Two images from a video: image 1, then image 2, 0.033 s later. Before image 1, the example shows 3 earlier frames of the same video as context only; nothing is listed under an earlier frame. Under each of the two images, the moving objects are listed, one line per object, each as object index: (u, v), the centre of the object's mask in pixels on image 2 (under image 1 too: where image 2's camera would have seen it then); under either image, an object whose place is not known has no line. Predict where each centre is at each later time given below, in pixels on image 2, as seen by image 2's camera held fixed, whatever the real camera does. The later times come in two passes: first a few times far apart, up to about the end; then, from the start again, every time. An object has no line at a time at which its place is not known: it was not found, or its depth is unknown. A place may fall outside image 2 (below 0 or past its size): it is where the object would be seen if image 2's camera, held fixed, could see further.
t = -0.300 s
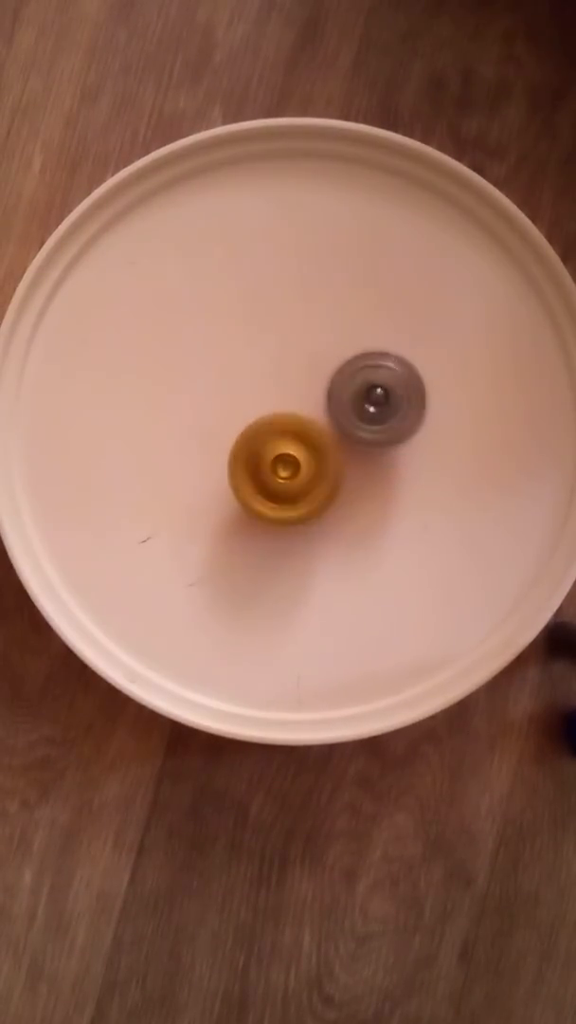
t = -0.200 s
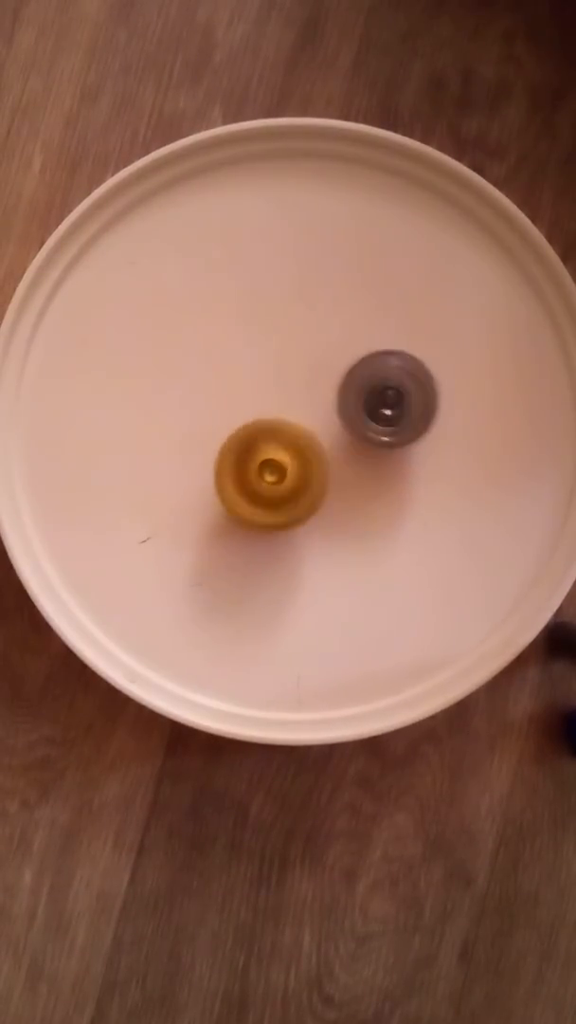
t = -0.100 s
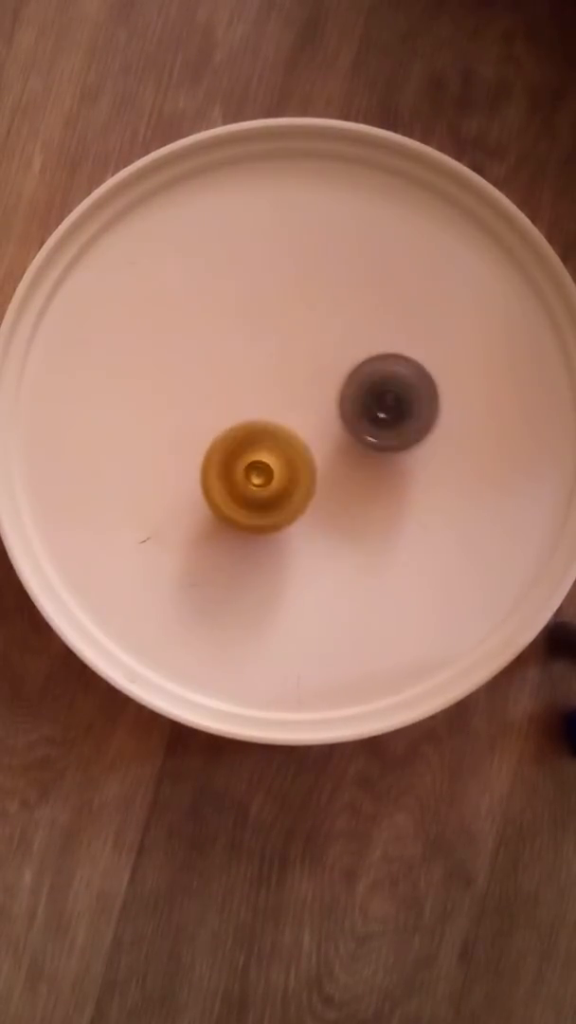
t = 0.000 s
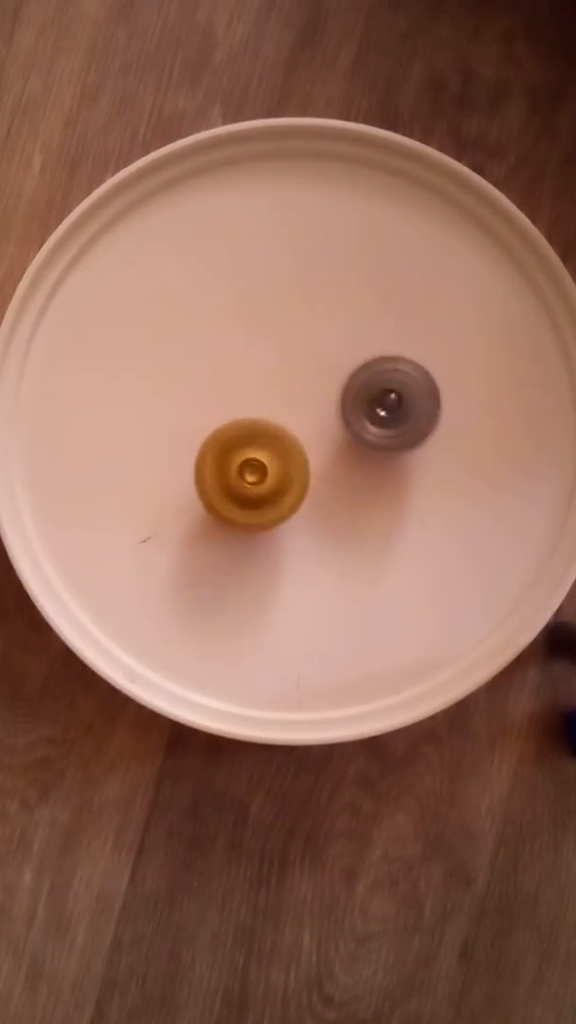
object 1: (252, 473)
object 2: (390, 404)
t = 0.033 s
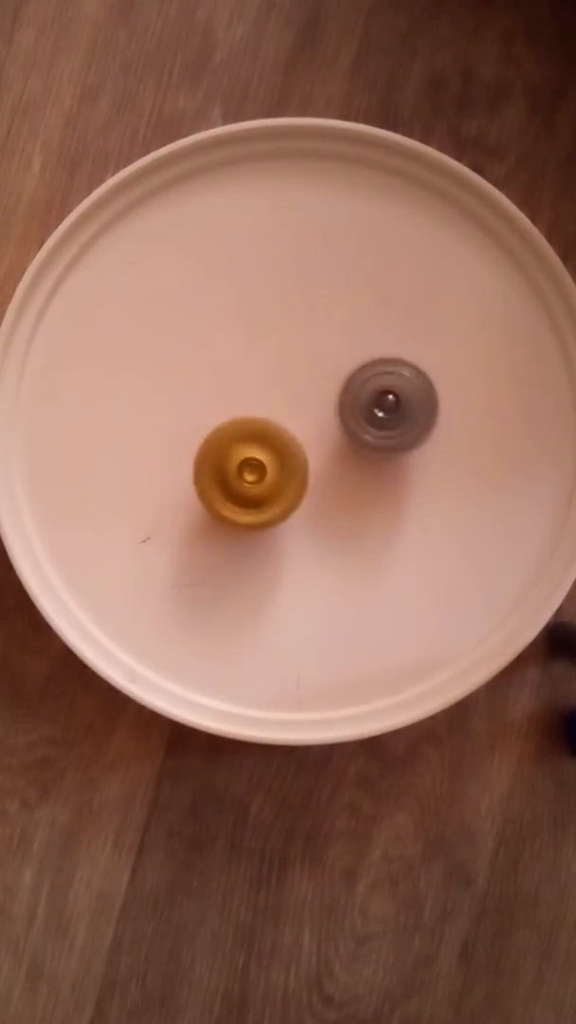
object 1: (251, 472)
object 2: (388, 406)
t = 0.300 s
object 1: (258, 462)
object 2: (372, 401)
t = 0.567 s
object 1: (268, 450)
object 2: (423, 389)
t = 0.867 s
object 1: (271, 452)
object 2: (424, 431)
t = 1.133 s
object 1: (277, 459)
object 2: (375, 411)
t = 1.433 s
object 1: (277, 469)
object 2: (373, 407)
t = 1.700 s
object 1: (277, 473)
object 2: (370, 409)
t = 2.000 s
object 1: (281, 470)
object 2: (378, 410)
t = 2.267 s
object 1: (275, 471)
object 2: (390, 418)
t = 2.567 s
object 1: (280, 468)
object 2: (383, 422)
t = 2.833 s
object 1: (289, 469)
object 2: (394, 418)
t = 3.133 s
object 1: (284, 477)
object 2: (396, 399)
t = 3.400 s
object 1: (279, 469)
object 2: (415, 411)
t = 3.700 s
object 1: (295, 450)
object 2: (409, 410)
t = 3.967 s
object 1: (325, 452)
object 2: (401, 397)
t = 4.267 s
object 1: (357, 472)
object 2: (401, 394)
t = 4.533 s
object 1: (354, 479)
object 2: (400, 396)
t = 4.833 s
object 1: (335, 463)
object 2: (401, 397)
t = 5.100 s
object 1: (325, 429)
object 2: (407, 395)
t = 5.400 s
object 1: (317, 417)
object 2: (410, 395)
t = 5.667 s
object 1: (316, 406)
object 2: (409, 395)
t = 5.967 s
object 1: (326, 405)
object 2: (416, 397)
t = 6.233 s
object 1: (315, 412)
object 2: (412, 397)
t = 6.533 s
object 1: (315, 415)
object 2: (410, 395)
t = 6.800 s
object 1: (317, 425)
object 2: (410, 395)
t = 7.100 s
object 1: (308, 450)
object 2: (408, 396)
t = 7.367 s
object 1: (295, 454)
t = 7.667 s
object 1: (288, 442)
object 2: (408, 395)
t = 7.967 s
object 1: (293, 448)
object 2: (408, 394)
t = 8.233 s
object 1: (306, 471)
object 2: (408, 395)
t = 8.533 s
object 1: (300, 482)
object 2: (408, 395)
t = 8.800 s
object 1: (294, 467)
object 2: (408, 395)
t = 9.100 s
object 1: (312, 448)
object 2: (408, 395)
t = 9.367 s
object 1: (342, 453)
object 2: (410, 393)
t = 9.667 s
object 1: (352, 470)
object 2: (409, 393)
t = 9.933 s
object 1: (336, 464)
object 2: (408, 394)
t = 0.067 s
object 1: (251, 472)
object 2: (386, 407)
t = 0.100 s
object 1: (250, 470)
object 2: (384, 407)
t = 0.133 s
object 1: (250, 469)
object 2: (381, 406)
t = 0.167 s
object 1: (251, 469)
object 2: (381, 407)
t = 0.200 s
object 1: (251, 468)
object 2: (378, 406)
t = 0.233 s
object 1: (253, 465)
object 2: (376, 405)
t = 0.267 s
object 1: (255, 463)
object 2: (374, 404)
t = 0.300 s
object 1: (258, 462)
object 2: (372, 401)
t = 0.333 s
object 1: (261, 459)
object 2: (372, 398)
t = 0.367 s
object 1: (266, 457)
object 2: (372, 397)
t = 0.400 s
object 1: (271, 455)
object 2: (373, 394)
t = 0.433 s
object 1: (276, 452)
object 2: (373, 394)
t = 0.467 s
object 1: (272, 451)
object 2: (387, 391)
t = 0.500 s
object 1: (267, 452)
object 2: (403, 390)
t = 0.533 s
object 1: (266, 449)
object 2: (415, 389)
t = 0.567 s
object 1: (268, 450)
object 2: (423, 389)
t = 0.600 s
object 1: (268, 451)
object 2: (431, 391)
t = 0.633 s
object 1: (266, 450)
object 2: (436, 395)
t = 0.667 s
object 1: (267, 450)
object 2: (439, 399)
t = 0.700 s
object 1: (268, 450)
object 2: (441, 404)
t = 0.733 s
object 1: (268, 451)
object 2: (442, 410)
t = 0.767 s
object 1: (268, 450)
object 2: (440, 417)
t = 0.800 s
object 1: (269, 450)
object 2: (436, 422)
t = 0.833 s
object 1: (270, 452)
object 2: (430, 427)
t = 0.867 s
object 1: (271, 452)
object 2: (424, 431)
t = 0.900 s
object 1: (272, 452)
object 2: (417, 432)
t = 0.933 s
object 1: (273, 453)
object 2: (410, 433)
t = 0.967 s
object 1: (273, 454)
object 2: (401, 430)
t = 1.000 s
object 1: (274, 454)
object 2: (394, 428)
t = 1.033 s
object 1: (275, 456)
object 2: (387, 425)
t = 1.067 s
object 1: (276, 457)
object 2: (382, 423)
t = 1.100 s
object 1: (276, 457)
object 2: (378, 417)
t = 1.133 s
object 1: (277, 459)
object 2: (375, 411)
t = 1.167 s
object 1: (276, 460)
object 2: (375, 407)
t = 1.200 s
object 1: (277, 461)
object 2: (376, 405)
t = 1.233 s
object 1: (277, 462)
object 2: (375, 406)
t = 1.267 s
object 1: (277, 464)
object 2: (374, 407)
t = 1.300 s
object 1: (277, 465)
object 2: (373, 407)
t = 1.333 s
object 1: (278, 465)
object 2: (375, 406)
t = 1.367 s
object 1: (278, 466)
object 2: (373, 405)
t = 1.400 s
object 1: (278, 468)
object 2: (374, 406)
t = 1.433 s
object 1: (277, 469)
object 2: (373, 407)
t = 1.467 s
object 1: (278, 470)
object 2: (372, 406)
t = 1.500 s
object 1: (277, 471)
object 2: (372, 407)
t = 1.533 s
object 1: (277, 471)
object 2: (370, 408)
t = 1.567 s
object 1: (277, 471)
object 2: (369, 408)
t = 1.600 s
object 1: (278, 471)
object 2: (367, 409)
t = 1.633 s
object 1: (277, 472)
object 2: (367, 409)
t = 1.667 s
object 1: (278, 472)
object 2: (367, 409)
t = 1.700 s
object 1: (277, 473)
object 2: (370, 409)
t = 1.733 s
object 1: (276, 471)
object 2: (374, 408)
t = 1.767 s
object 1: (278, 471)
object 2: (376, 408)
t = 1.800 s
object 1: (279, 472)
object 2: (377, 407)
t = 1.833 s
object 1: (278, 473)
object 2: (379, 407)
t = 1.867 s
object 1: (278, 471)
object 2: (382, 407)
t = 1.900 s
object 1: (280, 471)
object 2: (383, 407)
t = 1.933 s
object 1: (280, 472)
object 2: (382, 406)
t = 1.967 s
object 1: (280, 471)
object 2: (380, 407)
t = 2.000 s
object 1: (281, 470)
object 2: (378, 410)
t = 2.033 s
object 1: (281, 470)
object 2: (378, 411)
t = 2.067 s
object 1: (280, 470)
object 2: (382, 411)
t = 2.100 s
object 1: (282, 468)
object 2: (383, 414)
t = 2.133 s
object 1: (283, 469)
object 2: (381, 415)
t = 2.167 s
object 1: (279, 471)
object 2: (384, 415)
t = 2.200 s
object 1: (277, 469)
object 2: (387, 416)
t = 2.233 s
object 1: (277, 471)
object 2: (389, 417)
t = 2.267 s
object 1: (275, 471)
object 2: (390, 418)
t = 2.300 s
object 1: (274, 470)
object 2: (391, 419)
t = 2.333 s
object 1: (276, 470)
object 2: (393, 420)
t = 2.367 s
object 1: (275, 471)
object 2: (393, 422)
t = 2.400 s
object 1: (275, 471)
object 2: (392, 423)
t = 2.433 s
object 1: (275, 469)
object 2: (391, 423)
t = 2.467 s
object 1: (276, 469)
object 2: (390, 423)
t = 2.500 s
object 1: (277, 470)
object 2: (387, 422)
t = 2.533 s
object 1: (278, 469)
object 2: (384, 422)
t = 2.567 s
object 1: (280, 468)
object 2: (383, 422)
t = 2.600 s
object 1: (282, 469)
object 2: (380, 422)
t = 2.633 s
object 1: (282, 468)
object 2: (381, 419)
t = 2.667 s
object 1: (284, 467)
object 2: (385, 418)
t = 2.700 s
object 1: (286, 468)
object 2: (388, 419)
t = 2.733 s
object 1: (286, 469)
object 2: (390, 419)
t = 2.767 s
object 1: (287, 469)
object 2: (392, 419)
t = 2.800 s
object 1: (287, 468)
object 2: (393, 418)
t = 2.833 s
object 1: (289, 469)
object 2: (394, 418)
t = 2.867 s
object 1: (290, 470)
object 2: (393, 417)
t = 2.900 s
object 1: (290, 470)
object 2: (391, 418)
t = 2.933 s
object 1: (292, 469)
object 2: (389, 419)
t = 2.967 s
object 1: (292, 470)
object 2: (387, 420)
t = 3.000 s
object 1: (293, 472)
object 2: (386, 418)
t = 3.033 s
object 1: (293, 472)
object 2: (386, 420)
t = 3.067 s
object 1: (289, 473)
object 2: (391, 416)
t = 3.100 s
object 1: (287, 473)
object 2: (394, 404)
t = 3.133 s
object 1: (284, 477)
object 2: (396, 399)
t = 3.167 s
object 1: (282, 476)
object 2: (397, 398)
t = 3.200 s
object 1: (281, 475)
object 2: (399, 399)
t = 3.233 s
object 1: (281, 476)
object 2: (402, 400)
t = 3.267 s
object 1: (278, 476)
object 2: (403, 400)
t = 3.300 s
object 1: (278, 473)
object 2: (405, 402)
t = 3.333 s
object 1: (280, 473)
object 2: (408, 404)
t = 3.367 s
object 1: (278, 472)
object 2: (411, 407)
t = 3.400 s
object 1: (279, 469)
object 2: (415, 411)
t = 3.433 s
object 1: (280, 468)
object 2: (419, 414)
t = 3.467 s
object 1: (281, 467)
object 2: (422, 415)
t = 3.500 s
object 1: (281, 463)
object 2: (423, 415)
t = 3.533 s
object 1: (284, 461)
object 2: (422, 415)
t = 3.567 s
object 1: (286, 458)
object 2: (421, 415)
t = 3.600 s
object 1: (287, 456)
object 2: (418, 414)
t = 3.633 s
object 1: (290, 453)
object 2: (414, 413)
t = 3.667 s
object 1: (293, 451)
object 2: (411, 412)
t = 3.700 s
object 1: (295, 450)
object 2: (409, 410)
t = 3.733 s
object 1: (298, 447)
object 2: (408, 409)
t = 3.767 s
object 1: (302, 448)
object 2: (407, 408)
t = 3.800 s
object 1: (304, 448)
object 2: (406, 406)
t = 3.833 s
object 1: (306, 449)
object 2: (405, 404)
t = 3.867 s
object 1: (311, 449)
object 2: (403, 402)
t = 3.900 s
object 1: (314, 451)
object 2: (401, 399)
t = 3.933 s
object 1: (320, 452)
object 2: (400, 397)
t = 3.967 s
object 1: (325, 452)
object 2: (401, 397)
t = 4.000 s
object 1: (330, 455)
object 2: (401, 396)
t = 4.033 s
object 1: (336, 456)
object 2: (402, 396)
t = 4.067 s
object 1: (339, 459)
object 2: (402, 395)
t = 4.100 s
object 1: (344, 461)
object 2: (402, 394)
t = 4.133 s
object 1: (347, 463)
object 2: (402, 394)
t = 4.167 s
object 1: (351, 465)
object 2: (402, 393)
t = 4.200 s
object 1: (353, 467)
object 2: (402, 394)
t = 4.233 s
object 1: (356, 470)
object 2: (402, 394)
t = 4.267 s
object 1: (357, 472)
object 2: (401, 394)
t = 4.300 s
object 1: (359, 475)
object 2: (401, 394)
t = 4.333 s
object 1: (359, 477)
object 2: (401, 394)
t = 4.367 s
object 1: (359, 479)
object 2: (401, 395)
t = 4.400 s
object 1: (359, 479)
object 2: (401, 395)
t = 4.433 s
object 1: (358, 478)
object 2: (401, 395)
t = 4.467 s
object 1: (358, 480)
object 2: (401, 395)
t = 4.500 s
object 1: (355, 481)
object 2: (400, 396)
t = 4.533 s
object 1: (354, 479)
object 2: (400, 396)
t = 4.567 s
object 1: (355, 478)
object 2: (401, 396)
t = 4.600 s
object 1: (351, 479)
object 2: (400, 396)
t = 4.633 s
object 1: (349, 476)
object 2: (400, 397)
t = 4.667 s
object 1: (346, 475)
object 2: (400, 397)
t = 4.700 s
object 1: (345, 474)
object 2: (401, 397)
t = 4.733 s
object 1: (341, 471)
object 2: (401, 397)
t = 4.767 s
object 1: (339, 469)
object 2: (401, 397)
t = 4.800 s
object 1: (336, 466)
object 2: (401, 397)
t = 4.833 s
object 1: (335, 463)
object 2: (401, 397)
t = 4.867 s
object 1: (333, 458)
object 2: (402, 396)
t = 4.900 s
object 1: (332, 455)
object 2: (402, 396)
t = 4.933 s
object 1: (330, 450)
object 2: (402, 396)
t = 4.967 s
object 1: (330, 447)
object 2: (402, 396)
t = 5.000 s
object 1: (329, 442)
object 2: (403, 396)
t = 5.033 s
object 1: (329, 438)
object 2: (404, 396)
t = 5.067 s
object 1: (328, 434)
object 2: (405, 395)
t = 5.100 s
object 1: (325, 429)
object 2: (407, 395)
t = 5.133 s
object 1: (323, 427)
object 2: (408, 397)
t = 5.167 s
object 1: (320, 425)
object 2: (408, 398)
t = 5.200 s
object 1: (320, 422)
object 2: (408, 398)
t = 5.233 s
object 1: (321, 421)
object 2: (409, 398)
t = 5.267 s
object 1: (320, 422)
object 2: (409, 398)
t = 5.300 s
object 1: (320, 420)
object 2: (409, 398)
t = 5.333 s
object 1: (322, 418)
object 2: (409, 397)
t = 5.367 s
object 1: (320, 417)
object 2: (410, 395)
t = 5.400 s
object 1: (317, 417)
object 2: (410, 395)
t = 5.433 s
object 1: (314, 415)
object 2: (410, 396)
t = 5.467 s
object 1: (313, 414)
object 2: (410, 396)
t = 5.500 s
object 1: (312, 413)
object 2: (409, 396)
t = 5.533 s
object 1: (313, 413)
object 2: (408, 395)
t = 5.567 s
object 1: (314, 413)
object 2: (408, 395)
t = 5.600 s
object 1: (313, 411)
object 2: (408, 395)
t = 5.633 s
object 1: (315, 407)
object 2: (409, 395)
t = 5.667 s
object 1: (316, 406)
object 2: (409, 395)
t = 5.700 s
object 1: (317, 405)
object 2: (410, 395)
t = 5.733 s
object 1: (318, 404)
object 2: (410, 395)
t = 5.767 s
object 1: (320, 402)
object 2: (411, 395)
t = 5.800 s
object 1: (323, 403)
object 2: (412, 395)
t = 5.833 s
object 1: (324, 403)
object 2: (412, 396)
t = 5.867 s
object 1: (324, 403)
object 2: (413, 395)
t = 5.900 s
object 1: (327, 403)
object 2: (414, 396)
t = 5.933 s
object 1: (326, 403)
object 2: (415, 395)
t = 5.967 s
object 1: (326, 405)
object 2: (416, 397)
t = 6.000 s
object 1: (323, 409)
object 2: (415, 398)
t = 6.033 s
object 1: (320, 409)
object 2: (415, 399)
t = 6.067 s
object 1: (318, 409)
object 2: (415, 400)
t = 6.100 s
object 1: (317, 411)
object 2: (415, 400)
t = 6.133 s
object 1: (316, 411)
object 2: (415, 400)
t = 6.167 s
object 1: (315, 412)
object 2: (414, 399)
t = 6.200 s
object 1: (315, 412)
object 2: (413, 398)
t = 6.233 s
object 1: (315, 412)
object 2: (412, 397)
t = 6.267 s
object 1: (314, 413)
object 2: (411, 395)
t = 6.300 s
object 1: (314, 414)
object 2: (410, 394)
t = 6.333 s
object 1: (313, 414)
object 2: (410, 394)
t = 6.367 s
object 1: (313, 413)
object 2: (410, 394)
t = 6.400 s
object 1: (314, 414)
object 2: (410, 394)
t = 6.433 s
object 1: (314, 414)
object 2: (410, 394)
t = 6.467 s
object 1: (314, 414)
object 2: (410, 394)
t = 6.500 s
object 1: (314, 414)
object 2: (410, 394)
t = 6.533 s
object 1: (315, 415)
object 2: (410, 395)
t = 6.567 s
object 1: (315, 415)
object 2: (410, 395)
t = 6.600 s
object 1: (315, 416)
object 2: (410, 395)
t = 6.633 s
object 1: (316, 417)
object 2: (410, 395)
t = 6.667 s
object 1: (316, 417)
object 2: (410, 395)
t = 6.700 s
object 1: (317, 418)
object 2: (410, 395)
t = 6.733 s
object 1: (318, 420)
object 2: (410, 395)
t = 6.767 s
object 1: (318, 423)
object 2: (410, 395)
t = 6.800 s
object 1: (317, 425)
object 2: (410, 395)
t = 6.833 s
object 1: (318, 426)
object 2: (410, 395)
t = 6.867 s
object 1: (318, 430)
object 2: (409, 395)
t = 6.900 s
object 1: (317, 433)
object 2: (409, 395)
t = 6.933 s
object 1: (316, 435)
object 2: (409, 395)
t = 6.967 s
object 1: (315, 436)
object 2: (408, 395)
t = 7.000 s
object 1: (315, 441)
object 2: (408, 395)
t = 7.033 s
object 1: (312, 444)
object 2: (408, 395)
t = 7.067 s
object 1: (311, 447)
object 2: (408, 396)
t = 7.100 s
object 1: (308, 450)
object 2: (408, 396)
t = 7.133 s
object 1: (306, 451)
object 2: (408, 395)
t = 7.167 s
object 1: (305, 452)
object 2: (407, 396)
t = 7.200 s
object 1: (304, 453)
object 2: (407, 396)
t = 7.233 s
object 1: (302, 455)
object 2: (407, 396)
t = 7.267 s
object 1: (300, 453)
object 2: (408, 396)
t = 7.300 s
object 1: (301, 452)
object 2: (407, 396)
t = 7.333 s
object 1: (300, 453)
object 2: (408, 396)
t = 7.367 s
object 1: (295, 454)
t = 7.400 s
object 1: (292, 451)
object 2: (407, 396)
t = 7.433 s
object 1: (291, 451)
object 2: (407, 396)
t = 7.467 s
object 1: (288, 451)
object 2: (407, 396)
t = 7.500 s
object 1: (287, 448)
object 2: (407, 396)
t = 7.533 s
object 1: (288, 448)
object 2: (408, 395)
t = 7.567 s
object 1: (287, 447)
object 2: (408, 395)
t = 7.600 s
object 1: (285, 445)
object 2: (408, 395)
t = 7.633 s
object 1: (286, 442)
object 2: (408, 395)
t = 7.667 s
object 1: (288, 442)
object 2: (408, 395)
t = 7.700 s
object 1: (288, 444)
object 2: (408, 395)
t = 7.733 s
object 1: (287, 441)
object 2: (407, 396)
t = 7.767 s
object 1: (289, 439)
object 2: (408, 395)
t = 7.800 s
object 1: (292, 440)
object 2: (408, 396)
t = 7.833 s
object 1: (291, 443)
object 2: (409, 394)
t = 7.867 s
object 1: (291, 443)
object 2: (408, 395)
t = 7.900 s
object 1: (293, 443)
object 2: (408, 394)
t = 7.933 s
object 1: (295, 445)
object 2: (408, 396)
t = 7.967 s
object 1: (293, 448)
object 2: (408, 394)
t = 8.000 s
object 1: (293, 449)
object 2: (408, 394)
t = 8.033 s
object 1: (297, 451)
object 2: (409, 394)
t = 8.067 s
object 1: (300, 456)
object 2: (409, 395)
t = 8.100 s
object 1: (301, 459)
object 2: (409, 395)
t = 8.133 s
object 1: (304, 461)
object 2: (409, 395)
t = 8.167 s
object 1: (304, 465)
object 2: (408, 395)
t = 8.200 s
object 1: (306, 468)
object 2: (408, 395)
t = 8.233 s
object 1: (306, 471)
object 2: (408, 395)
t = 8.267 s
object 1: (307, 474)
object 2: (409, 395)
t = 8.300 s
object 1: (307, 475)
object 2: (409, 395)
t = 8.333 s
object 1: (308, 478)
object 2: (408, 395)
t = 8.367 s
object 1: (308, 481)
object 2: (409, 394)
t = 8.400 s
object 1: (306, 481)
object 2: (409, 395)
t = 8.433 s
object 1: (305, 479)
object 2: (409, 395)
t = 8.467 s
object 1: (305, 480)
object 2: (408, 395)
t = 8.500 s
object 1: (303, 482)
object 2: (408, 395)
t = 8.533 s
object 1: (300, 482)
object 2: (408, 395)
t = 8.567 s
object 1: (299, 479)
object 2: (408, 395)
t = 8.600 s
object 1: (301, 477)
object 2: (408, 395)
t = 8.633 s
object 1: (299, 478)
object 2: (408, 395)
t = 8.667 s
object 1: (295, 476)
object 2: (408, 395)
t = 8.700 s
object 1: (295, 471)
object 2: (408, 395)
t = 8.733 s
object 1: (294, 471)
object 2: (408, 395)
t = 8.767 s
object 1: (293, 469)
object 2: (408, 395)
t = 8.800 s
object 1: (294, 467)
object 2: (408, 395)
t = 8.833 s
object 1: (297, 467)
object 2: (408, 395)
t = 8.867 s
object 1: (295, 465)
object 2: (408, 394)
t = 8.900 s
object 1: (297, 460)
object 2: (408, 395)
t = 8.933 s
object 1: (301, 456)
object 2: (408, 395)
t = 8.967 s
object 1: (302, 454)
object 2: (408, 394)
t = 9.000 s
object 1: (303, 450)
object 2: (408, 394)
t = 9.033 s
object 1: (307, 450)
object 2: (408, 394)
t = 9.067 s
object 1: (310, 449)
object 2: (408, 395)
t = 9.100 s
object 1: (312, 448)
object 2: (408, 395)
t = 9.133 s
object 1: (315, 446)
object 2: (408, 395)
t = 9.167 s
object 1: (318, 447)
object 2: (408, 395)
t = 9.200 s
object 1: (322, 447)
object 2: (408, 395)
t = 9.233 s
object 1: (327, 448)
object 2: (409, 395)
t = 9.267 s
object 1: (331, 448)
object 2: (409, 394)
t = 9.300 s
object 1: (335, 449)
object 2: (410, 393)
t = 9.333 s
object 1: (338, 452)
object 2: (410, 393)
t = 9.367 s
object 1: (342, 453)
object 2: (410, 393)
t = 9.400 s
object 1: (344, 455)
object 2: (410, 393)
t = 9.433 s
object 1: (348, 457)
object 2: (411, 392)
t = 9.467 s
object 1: (349, 460)
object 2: (410, 392)
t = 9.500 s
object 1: (351, 461)
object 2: (410, 392)
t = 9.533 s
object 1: (353, 463)
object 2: (410, 392)
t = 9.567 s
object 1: (354, 466)
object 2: (410, 392)
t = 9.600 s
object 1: (354, 468)
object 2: (409, 392)
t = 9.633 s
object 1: (353, 469)
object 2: (409, 393)
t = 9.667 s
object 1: (352, 470)
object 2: (409, 393)
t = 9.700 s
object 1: (351, 469)
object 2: (409, 393)
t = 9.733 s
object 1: (350, 470)
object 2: (409, 393)
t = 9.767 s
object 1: (348, 472)
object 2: (408, 394)
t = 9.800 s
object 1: (345, 471)
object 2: (408, 394)
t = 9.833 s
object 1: (343, 469)
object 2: (408, 394)
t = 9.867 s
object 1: (341, 468)
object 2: (408, 394)
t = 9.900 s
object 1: (338, 466)
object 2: (408, 394)
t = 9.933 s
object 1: (336, 464)
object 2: (408, 394)
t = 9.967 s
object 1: (335, 462)
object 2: (408, 394)
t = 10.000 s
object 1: (332, 460)
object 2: (408, 395)
